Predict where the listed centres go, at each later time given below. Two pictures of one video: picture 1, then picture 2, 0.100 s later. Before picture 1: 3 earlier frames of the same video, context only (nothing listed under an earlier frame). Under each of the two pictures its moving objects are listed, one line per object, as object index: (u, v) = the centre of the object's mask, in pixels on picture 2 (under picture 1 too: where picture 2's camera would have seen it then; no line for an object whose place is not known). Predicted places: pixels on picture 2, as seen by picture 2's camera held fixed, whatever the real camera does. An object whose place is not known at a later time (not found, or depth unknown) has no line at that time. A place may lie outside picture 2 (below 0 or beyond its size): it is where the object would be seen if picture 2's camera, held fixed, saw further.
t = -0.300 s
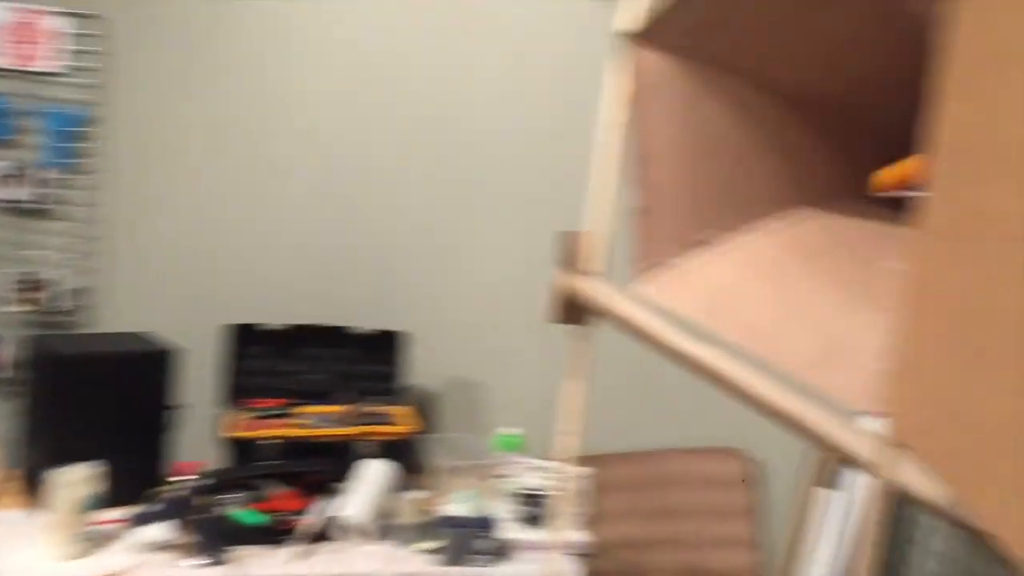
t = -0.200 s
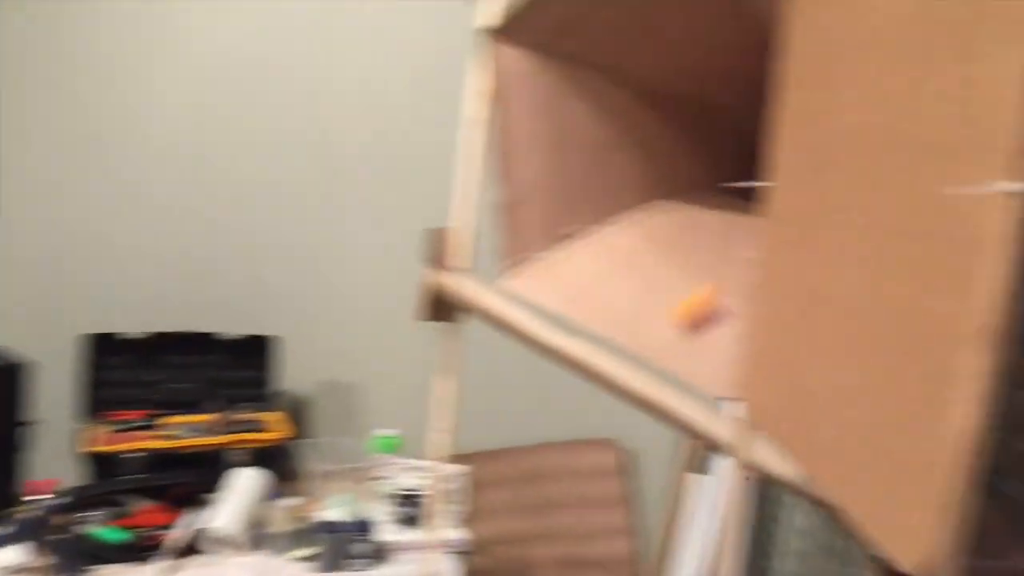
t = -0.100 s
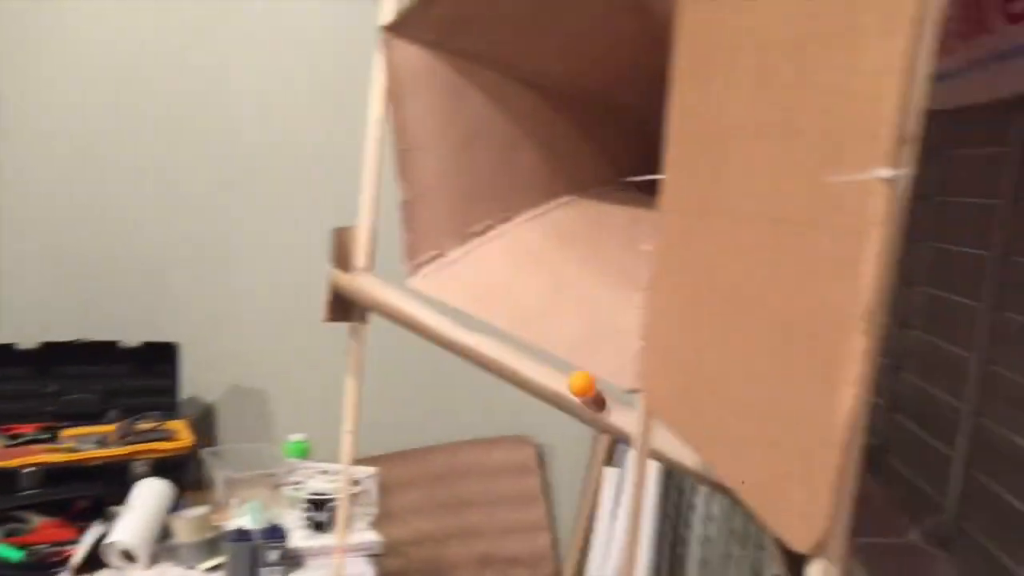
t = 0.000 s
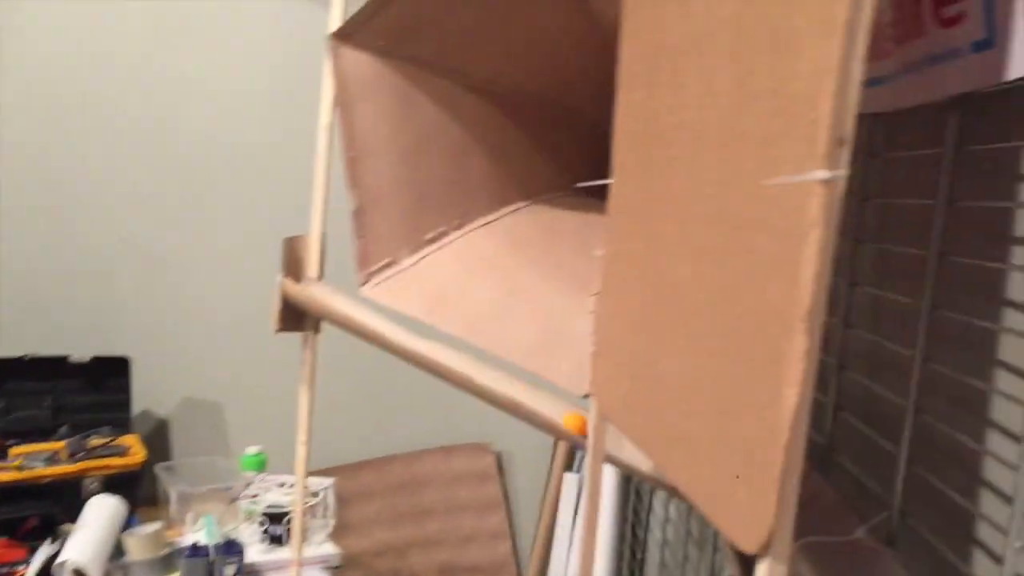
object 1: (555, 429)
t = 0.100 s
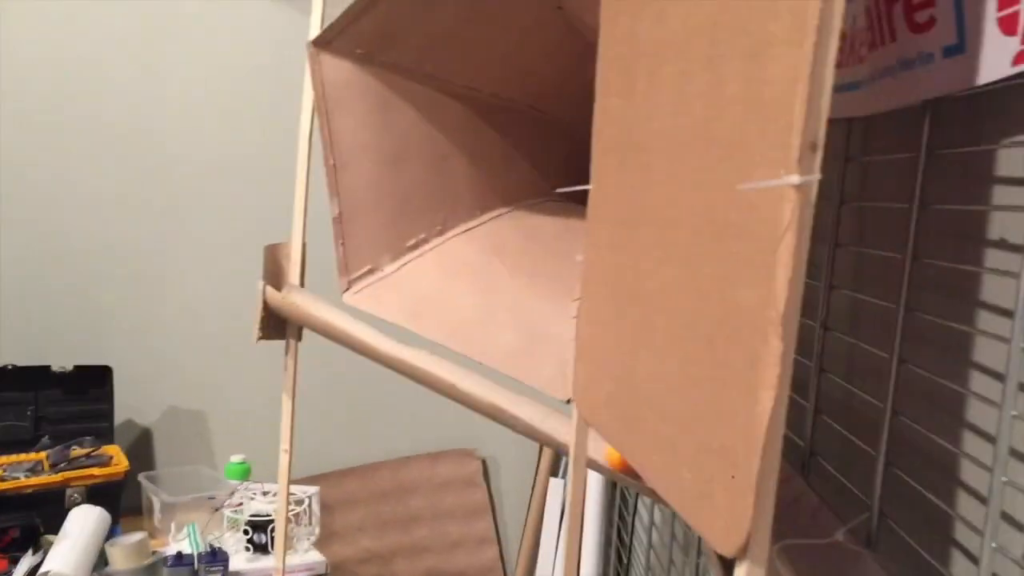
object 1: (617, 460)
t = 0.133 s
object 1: (636, 476)
